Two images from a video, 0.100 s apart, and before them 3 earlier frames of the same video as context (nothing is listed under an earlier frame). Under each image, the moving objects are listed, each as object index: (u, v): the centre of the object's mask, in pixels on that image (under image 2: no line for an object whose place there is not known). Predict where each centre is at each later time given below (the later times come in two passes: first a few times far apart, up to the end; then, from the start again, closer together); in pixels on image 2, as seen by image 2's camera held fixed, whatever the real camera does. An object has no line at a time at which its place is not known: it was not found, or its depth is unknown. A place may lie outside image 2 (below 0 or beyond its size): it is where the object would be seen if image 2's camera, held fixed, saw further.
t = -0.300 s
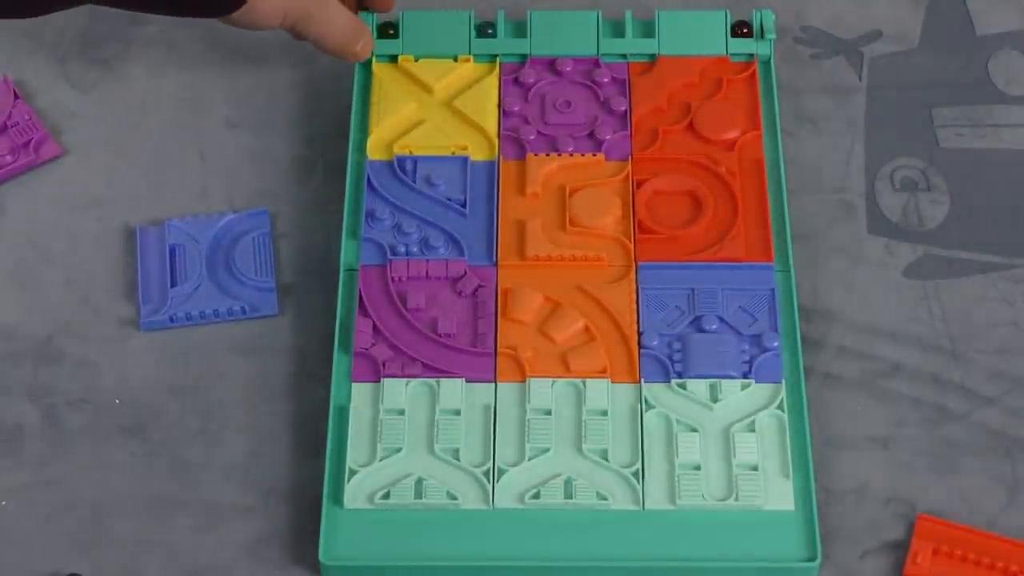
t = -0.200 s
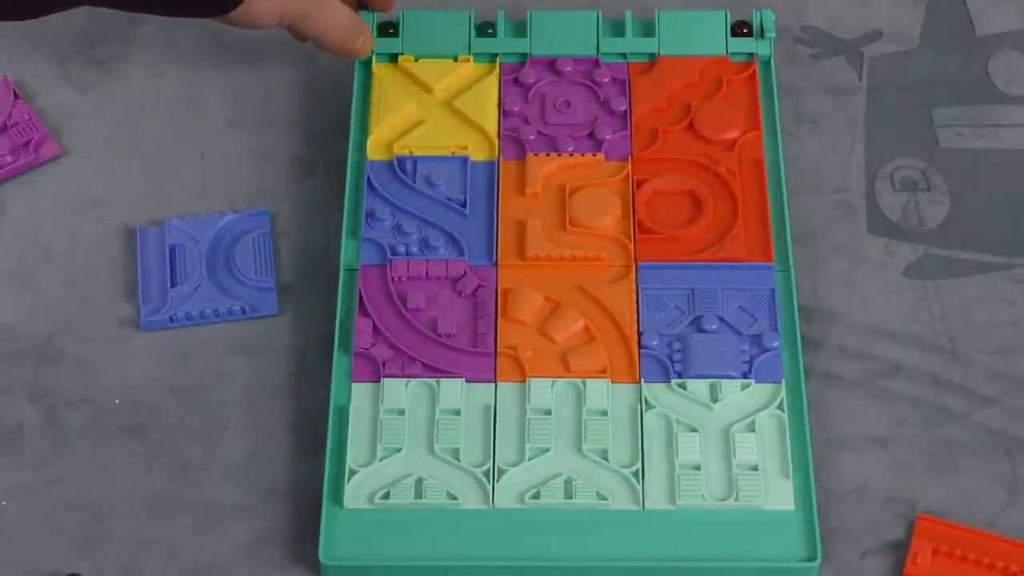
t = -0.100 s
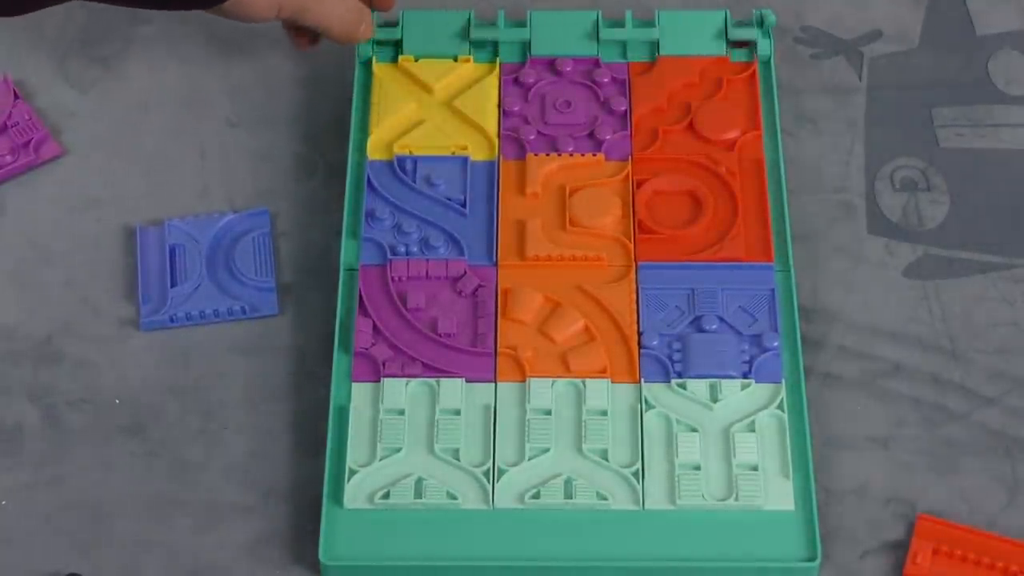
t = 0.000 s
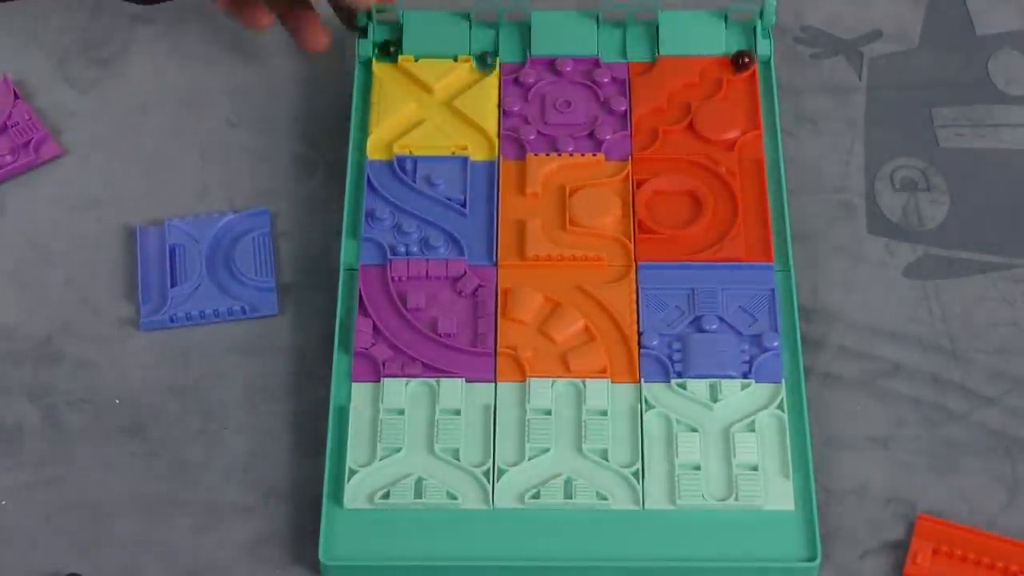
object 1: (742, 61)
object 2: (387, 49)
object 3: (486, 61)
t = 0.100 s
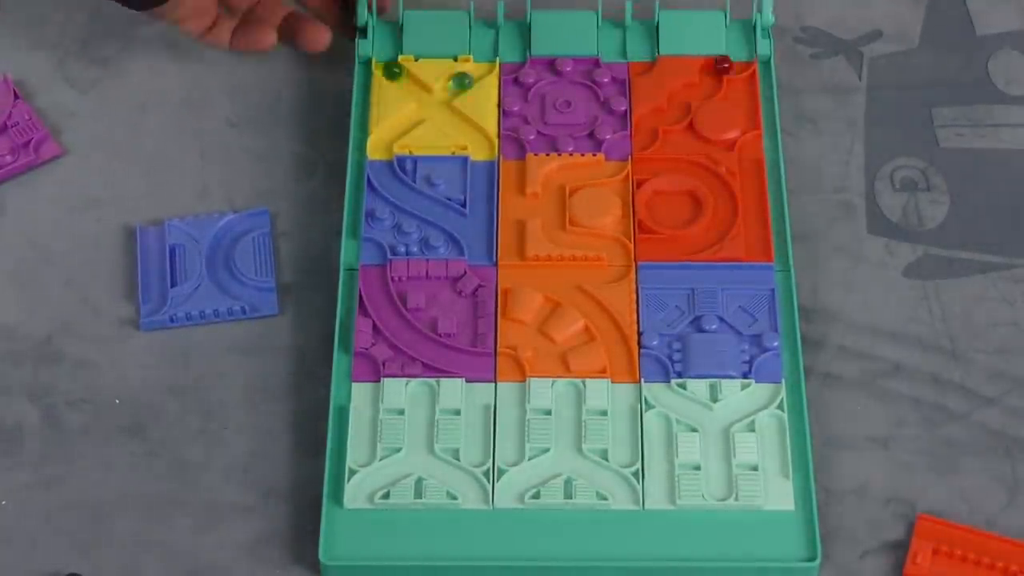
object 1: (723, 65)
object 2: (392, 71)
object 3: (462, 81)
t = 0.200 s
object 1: (709, 71)
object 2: (417, 88)
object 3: (432, 104)
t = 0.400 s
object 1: (693, 89)
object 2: (423, 94)
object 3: (396, 128)
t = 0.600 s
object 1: (678, 108)
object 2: (425, 107)
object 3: (379, 161)
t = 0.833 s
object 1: (646, 120)
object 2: (421, 111)
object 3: (426, 203)
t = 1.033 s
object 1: (630, 142)
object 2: (413, 116)
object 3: (478, 241)
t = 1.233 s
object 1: (617, 160)
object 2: (400, 125)
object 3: (504, 272)
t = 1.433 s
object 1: (585, 171)
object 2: (380, 143)
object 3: (549, 281)
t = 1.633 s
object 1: (552, 182)
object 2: (384, 175)
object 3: (601, 313)
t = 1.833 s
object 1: (555, 221)
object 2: (430, 204)
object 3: (625, 386)
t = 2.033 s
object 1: (590, 240)
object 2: (481, 242)
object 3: (625, 452)
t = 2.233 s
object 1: (620, 260)
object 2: (508, 272)
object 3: (625, 455)
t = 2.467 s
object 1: (577, 271)
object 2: (574, 293)
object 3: (625, 455)
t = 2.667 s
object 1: (548, 279)
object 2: (622, 352)
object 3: (626, 455)
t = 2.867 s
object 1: (539, 278)
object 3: (625, 456)
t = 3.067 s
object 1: (544, 279)
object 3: (626, 456)
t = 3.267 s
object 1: (555, 283)
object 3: (625, 456)
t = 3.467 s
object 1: (580, 297)
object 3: (626, 456)
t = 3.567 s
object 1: (597, 313)
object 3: (626, 456)
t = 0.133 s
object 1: (717, 66)
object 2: (400, 76)
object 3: (453, 88)
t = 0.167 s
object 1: (711, 68)
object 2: (408, 82)
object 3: (444, 95)
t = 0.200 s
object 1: (709, 71)
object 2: (417, 88)
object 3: (432, 104)
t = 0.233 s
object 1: (709, 75)
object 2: (420, 90)
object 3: (424, 110)
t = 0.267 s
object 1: (711, 81)
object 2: (419, 90)
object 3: (419, 113)
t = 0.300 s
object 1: (709, 87)
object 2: (419, 91)
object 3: (413, 116)
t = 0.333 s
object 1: (704, 89)
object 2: (420, 91)
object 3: (408, 120)
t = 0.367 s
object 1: (698, 89)
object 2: (421, 92)
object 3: (402, 124)
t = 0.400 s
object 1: (693, 89)
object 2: (423, 94)
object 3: (396, 128)
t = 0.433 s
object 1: (687, 90)
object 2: (426, 96)
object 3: (390, 133)
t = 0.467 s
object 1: (680, 92)
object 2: (427, 100)
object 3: (385, 138)
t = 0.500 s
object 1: (678, 95)
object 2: (427, 105)
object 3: (380, 141)
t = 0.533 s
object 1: (677, 98)
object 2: (426, 108)
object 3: (380, 148)
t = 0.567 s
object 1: (678, 104)
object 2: (426, 107)
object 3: (380, 154)
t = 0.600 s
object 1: (678, 108)
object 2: (425, 107)
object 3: (379, 161)
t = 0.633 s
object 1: (677, 112)
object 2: (424, 108)
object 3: (382, 169)
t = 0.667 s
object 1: (672, 115)
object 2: (423, 109)
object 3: (384, 175)
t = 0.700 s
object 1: (665, 115)
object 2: (422, 110)
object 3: (390, 182)
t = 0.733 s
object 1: (658, 115)
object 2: (422, 110)
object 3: (397, 189)
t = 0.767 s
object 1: (652, 116)
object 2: (422, 110)
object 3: (406, 195)
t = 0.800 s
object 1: (649, 116)
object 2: (421, 111)
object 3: (415, 200)
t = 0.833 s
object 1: (646, 120)
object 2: (421, 111)
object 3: (426, 203)
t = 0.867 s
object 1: (646, 123)
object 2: (420, 111)
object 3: (436, 210)
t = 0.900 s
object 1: (646, 130)
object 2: (419, 112)
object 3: (446, 215)
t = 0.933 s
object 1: (645, 136)
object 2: (418, 113)
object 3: (458, 220)
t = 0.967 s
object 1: (643, 139)
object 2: (417, 114)
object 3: (467, 227)
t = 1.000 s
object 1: (637, 142)
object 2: (415, 115)
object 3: (476, 233)
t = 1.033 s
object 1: (630, 142)
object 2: (413, 116)
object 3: (478, 241)
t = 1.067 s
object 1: (622, 143)
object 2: (411, 118)
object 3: (477, 250)
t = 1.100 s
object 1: (616, 144)
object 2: (409, 119)
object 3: (479, 257)
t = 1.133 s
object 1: (615, 145)
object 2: (407, 121)
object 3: (481, 266)
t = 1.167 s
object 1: (615, 151)
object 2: (405, 123)
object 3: (488, 272)
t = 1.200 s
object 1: (616, 156)
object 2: (403, 123)
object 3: (496, 272)
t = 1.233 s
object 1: (617, 160)
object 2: (400, 125)
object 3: (504, 272)
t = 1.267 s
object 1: (615, 164)
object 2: (397, 128)
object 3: (511, 273)
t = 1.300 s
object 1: (612, 167)
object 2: (394, 130)
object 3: (519, 273)
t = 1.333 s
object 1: (604, 168)
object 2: (390, 133)
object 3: (527, 274)
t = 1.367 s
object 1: (598, 169)
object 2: (387, 136)
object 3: (534, 276)
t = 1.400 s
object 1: (592, 170)
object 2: (383, 139)
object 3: (541, 279)
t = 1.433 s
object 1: (585, 171)
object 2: (380, 143)
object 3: (549, 281)
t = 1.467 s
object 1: (579, 171)
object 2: (379, 146)
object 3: (557, 284)
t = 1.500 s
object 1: (572, 172)
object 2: (379, 151)
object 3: (566, 288)
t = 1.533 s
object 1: (560, 174)
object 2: (380, 157)
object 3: (575, 293)
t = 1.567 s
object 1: (556, 175)
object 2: (380, 163)
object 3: (583, 298)
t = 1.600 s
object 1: (553, 178)
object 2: (382, 169)
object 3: (592, 305)
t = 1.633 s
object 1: (552, 182)
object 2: (384, 175)
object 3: (601, 313)
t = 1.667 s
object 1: (552, 187)
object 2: (390, 181)
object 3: (608, 321)
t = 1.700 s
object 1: (552, 192)
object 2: (396, 187)
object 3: (614, 332)
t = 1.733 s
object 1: (555, 199)
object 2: (403, 191)
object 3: (620, 345)
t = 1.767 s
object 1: (555, 206)
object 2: (412, 196)
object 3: (623, 357)
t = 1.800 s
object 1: (555, 213)
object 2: (420, 201)
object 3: (625, 371)
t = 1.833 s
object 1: (555, 221)
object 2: (430, 204)
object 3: (625, 386)
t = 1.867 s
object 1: (554, 229)
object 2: (439, 209)
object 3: (624, 401)
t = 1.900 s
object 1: (558, 234)
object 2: (448, 214)
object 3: (625, 417)
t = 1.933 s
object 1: (567, 236)
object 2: (458, 219)
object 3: (626, 435)
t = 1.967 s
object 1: (574, 237)
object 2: (468, 226)
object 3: (626, 454)
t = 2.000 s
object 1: (582, 238)
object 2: (476, 233)
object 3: (624, 453)
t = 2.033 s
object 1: (590, 240)
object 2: (481, 242)
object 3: (625, 452)
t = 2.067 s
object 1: (598, 241)
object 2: (480, 250)
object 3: (626, 454)
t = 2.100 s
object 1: (606, 242)
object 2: (480, 258)
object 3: (626, 455)
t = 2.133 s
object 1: (615, 244)
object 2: (481, 266)
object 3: (625, 455)
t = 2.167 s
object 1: (619, 249)
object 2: (487, 271)
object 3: (625, 454)
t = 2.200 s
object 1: (620, 254)
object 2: (498, 272)
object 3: (625, 455)
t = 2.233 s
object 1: (620, 260)
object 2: (508, 272)
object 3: (625, 455)
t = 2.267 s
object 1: (620, 266)
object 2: (518, 273)
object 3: (626, 455)
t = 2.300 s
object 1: (615, 270)
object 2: (527, 274)
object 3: (627, 455)
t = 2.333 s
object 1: (607, 272)
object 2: (536, 277)
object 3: (627, 455)
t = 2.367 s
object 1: (599, 272)
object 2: (545, 280)
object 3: (626, 455)
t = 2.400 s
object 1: (592, 272)
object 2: (555, 283)
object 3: (626, 455)
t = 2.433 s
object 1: (585, 272)
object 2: (564, 288)
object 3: (625, 455)
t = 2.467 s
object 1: (577, 271)
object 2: (574, 293)
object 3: (625, 455)
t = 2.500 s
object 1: (571, 273)
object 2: (584, 299)
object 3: (625, 455)
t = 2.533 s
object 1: (566, 274)
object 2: (594, 307)
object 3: (626, 455)
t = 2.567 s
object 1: (559, 277)
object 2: (603, 316)
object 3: (626, 455)
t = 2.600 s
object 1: (553, 281)
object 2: (611, 327)
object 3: (626, 455)
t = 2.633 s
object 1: (550, 280)
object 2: (616, 339)
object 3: (626, 455)
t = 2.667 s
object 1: (548, 279)
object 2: (622, 352)
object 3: (626, 455)
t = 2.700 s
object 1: (546, 279)
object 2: (624, 366)
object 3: (626, 455)
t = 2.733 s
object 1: (544, 279)
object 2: (625, 381)
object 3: (626, 455)
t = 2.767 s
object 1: (543, 279)
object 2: (625, 398)
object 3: (626, 455)
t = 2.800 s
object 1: (541, 278)
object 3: (626, 455)
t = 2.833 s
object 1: (539, 278)
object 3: (626, 456)
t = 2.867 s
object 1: (539, 278)
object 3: (625, 456)
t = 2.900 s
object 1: (539, 277)
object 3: (625, 455)
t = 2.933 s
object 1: (539, 278)
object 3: (626, 456)
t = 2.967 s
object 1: (539, 278)
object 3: (626, 456)
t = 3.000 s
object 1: (541, 278)
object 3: (625, 456)
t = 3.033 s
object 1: (542, 278)
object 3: (625, 456)
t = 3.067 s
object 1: (544, 279)
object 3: (626, 456)
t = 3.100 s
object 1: (545, 279)
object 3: (626, 456)
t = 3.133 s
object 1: (547, 280)
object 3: (625, 456)
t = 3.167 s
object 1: (549, 280)
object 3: (625, 456)
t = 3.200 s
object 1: (551, 281)
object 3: (625, 456)
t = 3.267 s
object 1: (555, 283)
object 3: (625, 456)
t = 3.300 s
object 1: (558, 284)
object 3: (625, 456)
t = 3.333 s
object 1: (562, 286)
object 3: (625, 456)
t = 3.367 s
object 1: (565, 288)
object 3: (626, 456)
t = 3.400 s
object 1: (570, 290)
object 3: (626, 456)
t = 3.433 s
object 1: (575, 293)
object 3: (626, 456)
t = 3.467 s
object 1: (580, 297)
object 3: (626, 456)
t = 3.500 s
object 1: (585, 301)
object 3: (625, 456)
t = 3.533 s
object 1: (591, 306)
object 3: (626, 456)
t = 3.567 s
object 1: (597, 313)
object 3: (626, 456)
